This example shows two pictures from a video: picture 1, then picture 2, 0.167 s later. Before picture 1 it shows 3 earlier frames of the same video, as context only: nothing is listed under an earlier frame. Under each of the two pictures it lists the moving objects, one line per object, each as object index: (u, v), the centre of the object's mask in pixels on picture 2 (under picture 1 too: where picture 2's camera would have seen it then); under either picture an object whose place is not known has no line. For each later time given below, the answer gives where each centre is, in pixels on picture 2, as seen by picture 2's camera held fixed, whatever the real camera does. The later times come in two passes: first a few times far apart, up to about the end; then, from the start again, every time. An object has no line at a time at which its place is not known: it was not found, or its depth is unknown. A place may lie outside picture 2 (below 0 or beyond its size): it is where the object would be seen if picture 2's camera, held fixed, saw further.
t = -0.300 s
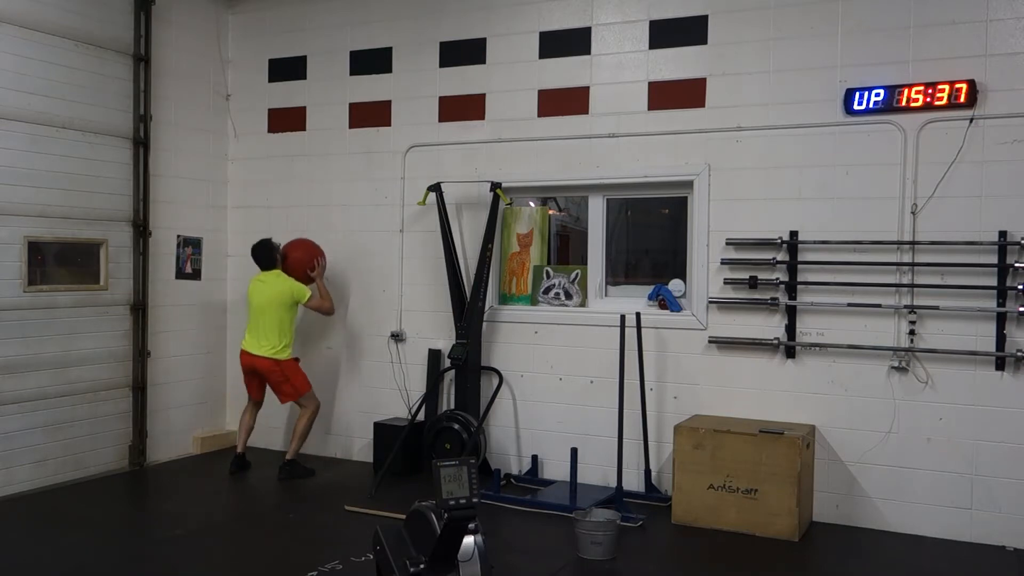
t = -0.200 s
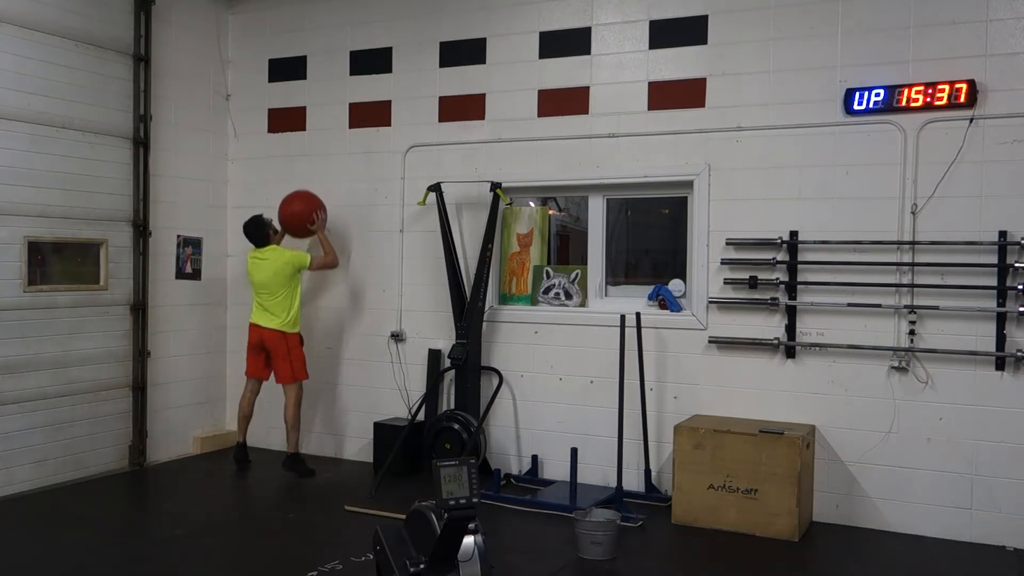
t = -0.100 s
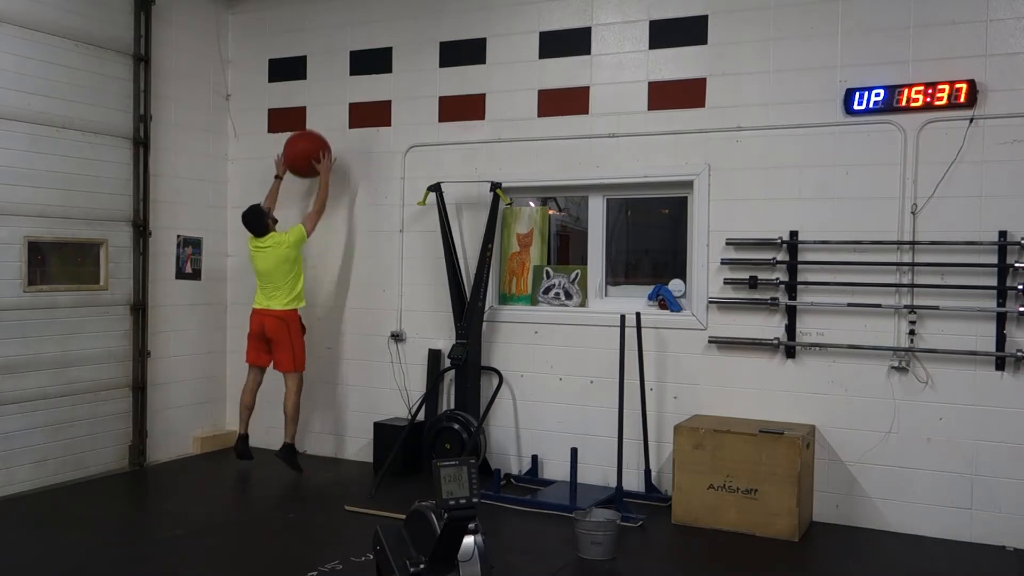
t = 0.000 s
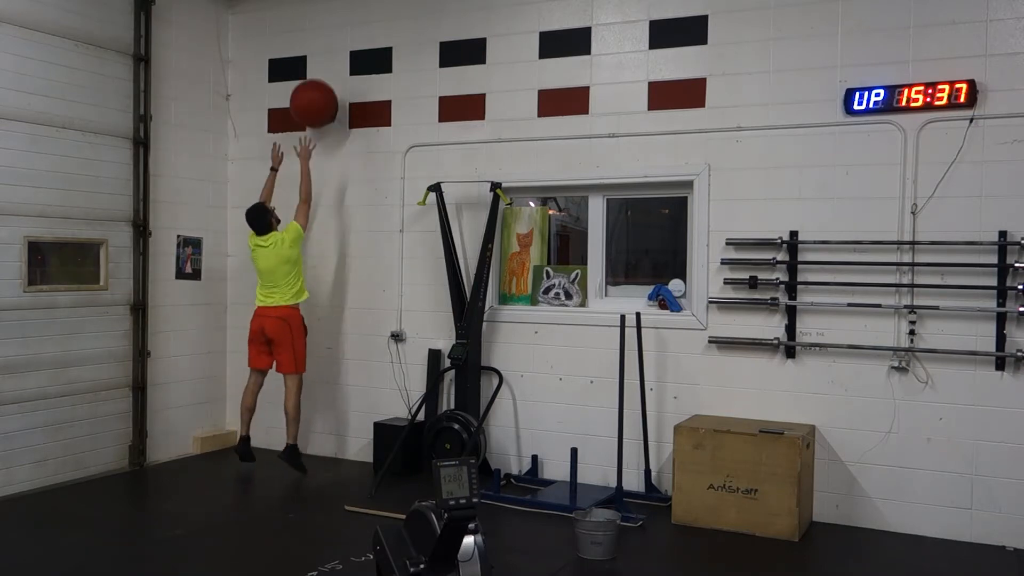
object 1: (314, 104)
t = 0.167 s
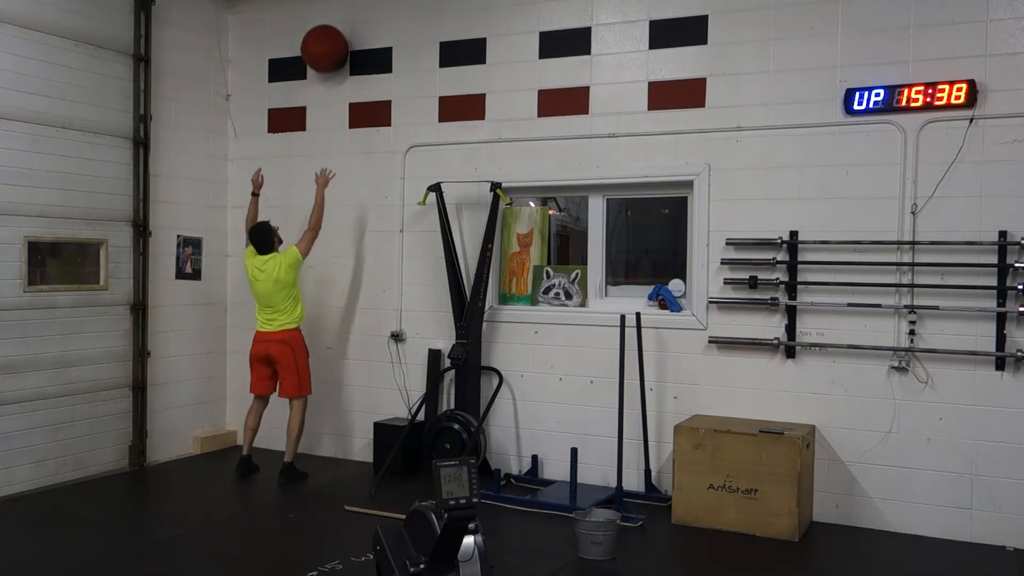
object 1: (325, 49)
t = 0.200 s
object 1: (327, 42)
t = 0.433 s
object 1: (319, 36)
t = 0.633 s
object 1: (312, 85)
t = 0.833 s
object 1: (304, 189)
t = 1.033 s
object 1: (297, 349)
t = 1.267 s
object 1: (300, 438)
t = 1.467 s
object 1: (309, 442)
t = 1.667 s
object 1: (316, 454)
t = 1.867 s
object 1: (317, 455)
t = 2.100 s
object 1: (315, 455)
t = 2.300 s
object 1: (315, 455)
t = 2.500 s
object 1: (315, 455)
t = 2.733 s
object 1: (315, 454)
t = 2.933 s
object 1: (315, 454)
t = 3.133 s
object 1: (315, 454)
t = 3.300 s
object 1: (315, 455)
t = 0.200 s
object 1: (327, 42)
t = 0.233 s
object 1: (327, 38)
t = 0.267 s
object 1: (326, 34)
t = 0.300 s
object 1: (325, 32)
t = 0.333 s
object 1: (323, 31)
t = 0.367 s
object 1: (322, 32)
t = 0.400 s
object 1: (321, 33)
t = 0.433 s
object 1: (319, 36)
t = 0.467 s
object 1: (318, 40)
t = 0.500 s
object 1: (317, 46)
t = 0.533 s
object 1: (315, 54)
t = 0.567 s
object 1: (314, 63)
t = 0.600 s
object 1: (313, 73)
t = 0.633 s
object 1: (312, 85)
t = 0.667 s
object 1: (311, 99)
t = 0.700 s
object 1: (309, 114)
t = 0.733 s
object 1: (307, 130)
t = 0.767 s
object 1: (307, 149)
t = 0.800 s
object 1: (305, 168)
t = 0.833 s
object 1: (304, 189)
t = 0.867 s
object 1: (303, 211)
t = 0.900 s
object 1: (302, 236)
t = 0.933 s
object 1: (300, 262)
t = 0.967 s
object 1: (299, 289)
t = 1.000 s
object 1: (298, 318)
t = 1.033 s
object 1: (297, 349)
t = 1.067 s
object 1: (296, 382)
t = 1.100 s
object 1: (295, 417)
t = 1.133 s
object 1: (294, 454)
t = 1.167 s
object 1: (295, 455)
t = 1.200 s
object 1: (296, 447)
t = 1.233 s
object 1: (298, 442)
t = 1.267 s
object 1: (300, 438)
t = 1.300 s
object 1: (301, 435)
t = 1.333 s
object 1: (303, 433)
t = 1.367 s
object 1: (304, 433)
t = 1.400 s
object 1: (306, 435)
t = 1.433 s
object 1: (307, 438)
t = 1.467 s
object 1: (309, 442)
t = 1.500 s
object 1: (311, 448)
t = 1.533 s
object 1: (313, 455)
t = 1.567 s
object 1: (314, 456)
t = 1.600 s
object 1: (314, 455)
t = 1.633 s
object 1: (315, 454)
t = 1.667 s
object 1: (316, 454)
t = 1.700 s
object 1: (317, 455)
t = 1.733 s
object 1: (318, 455)
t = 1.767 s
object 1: (318, 455)
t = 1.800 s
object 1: (318, 455)
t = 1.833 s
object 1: (318, 455)
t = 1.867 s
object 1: (317, 455)
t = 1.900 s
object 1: (317, 455)
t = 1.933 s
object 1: (317, 455)
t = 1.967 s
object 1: (316, 455)
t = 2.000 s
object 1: (316, 455)
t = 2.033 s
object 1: (315, 455)
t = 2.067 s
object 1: (315, 455)
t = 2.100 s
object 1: (315, 455)
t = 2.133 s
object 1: (315, 455)
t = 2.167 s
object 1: (315, 455)
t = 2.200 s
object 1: (315, 455)
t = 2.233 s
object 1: (315, 455)
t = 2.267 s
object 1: (315, 455)
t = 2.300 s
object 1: (315, 455)
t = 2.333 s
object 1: (315, 455)
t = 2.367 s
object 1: (315, 455)
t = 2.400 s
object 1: (315, 455)
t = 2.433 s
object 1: (315, 455)
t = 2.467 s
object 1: (315, 454)
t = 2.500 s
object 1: (315, 455)
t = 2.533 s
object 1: (315, 454)
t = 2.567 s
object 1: (315, 455)
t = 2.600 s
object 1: (315, 454)
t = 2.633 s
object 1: (315, 455)
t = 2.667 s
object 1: (315, 454)
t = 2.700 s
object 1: (315, 455)
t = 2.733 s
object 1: (315, 454)
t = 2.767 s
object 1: (315, 455)
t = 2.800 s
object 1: (315, 455)
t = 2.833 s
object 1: (315, 455)
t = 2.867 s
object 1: (315, 455)
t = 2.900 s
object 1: (315, 455)
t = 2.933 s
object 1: (315, 454)
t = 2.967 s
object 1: (315, 455)
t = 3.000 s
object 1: (315, 454)
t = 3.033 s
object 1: (315, 455)
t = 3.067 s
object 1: (315, 455)
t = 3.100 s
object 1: (315, 455)
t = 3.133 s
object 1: (315, 454)
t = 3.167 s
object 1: (315, 455)
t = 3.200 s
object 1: (315, 454)
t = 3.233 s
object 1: (315, 455)
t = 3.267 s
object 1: (315, 454)
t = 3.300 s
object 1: (315, 455)
